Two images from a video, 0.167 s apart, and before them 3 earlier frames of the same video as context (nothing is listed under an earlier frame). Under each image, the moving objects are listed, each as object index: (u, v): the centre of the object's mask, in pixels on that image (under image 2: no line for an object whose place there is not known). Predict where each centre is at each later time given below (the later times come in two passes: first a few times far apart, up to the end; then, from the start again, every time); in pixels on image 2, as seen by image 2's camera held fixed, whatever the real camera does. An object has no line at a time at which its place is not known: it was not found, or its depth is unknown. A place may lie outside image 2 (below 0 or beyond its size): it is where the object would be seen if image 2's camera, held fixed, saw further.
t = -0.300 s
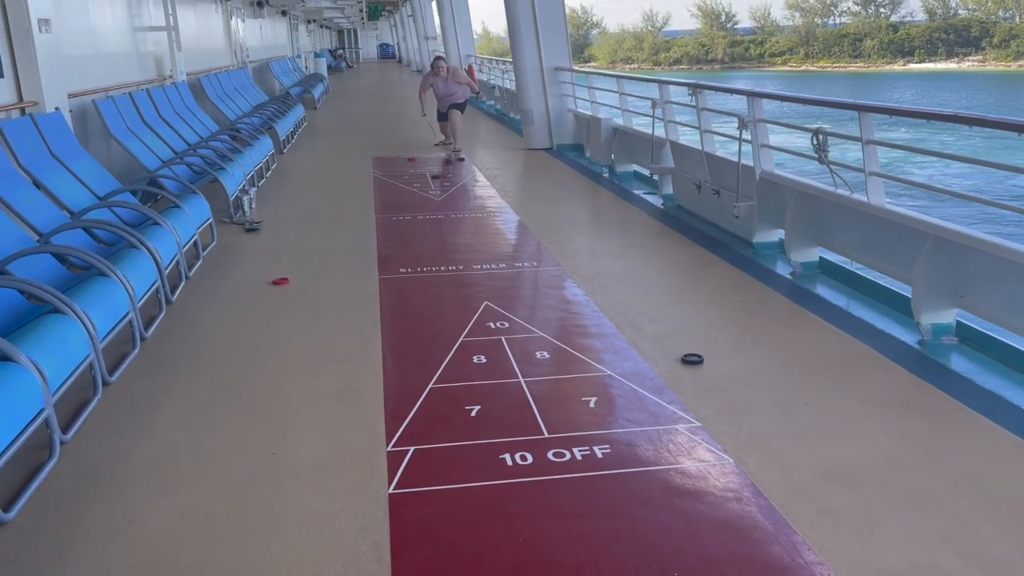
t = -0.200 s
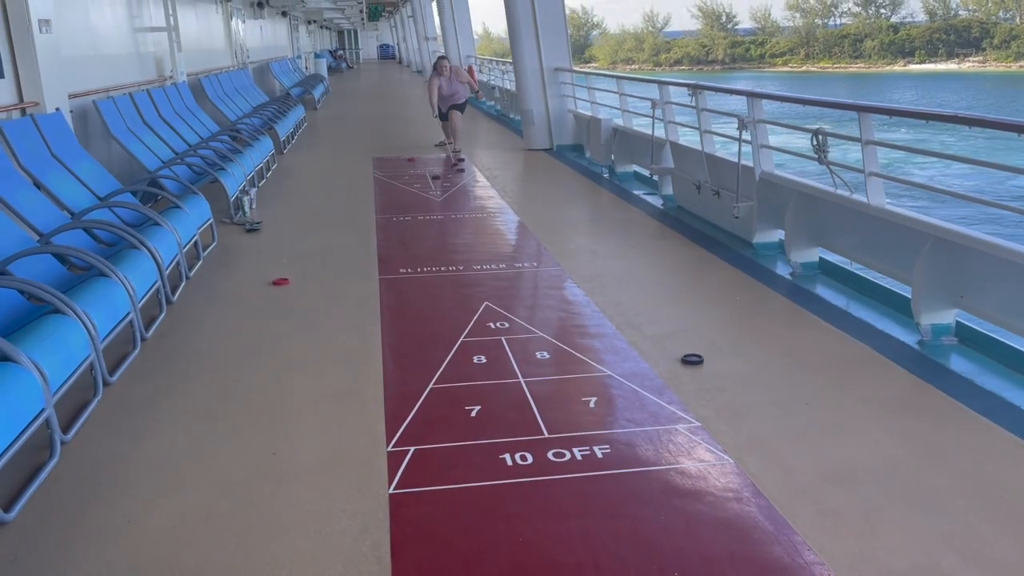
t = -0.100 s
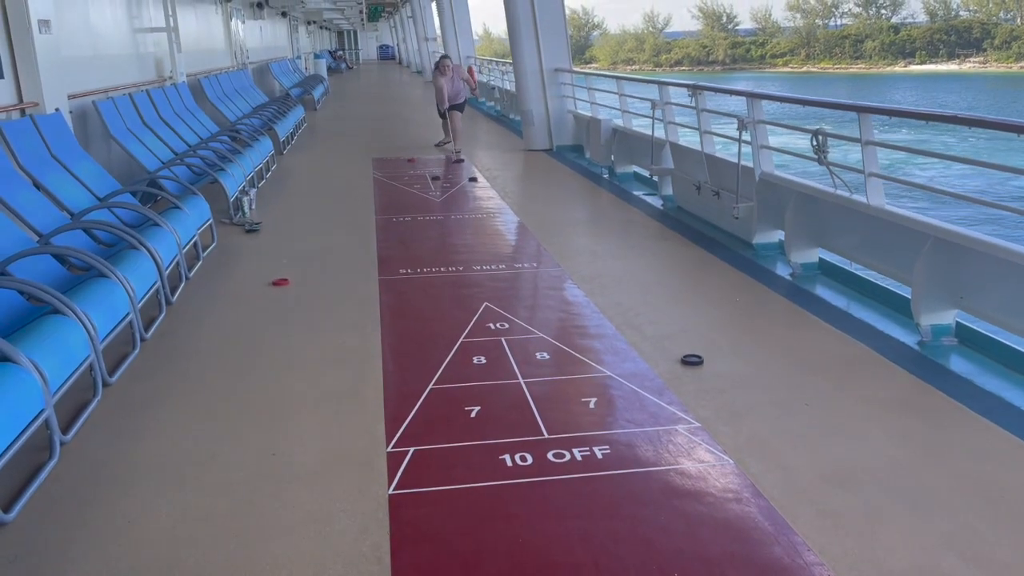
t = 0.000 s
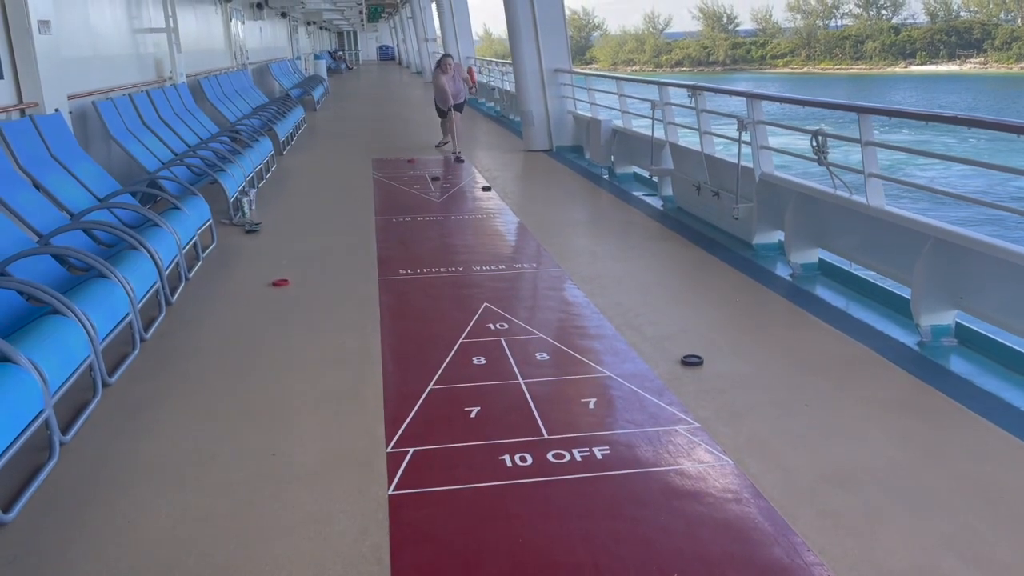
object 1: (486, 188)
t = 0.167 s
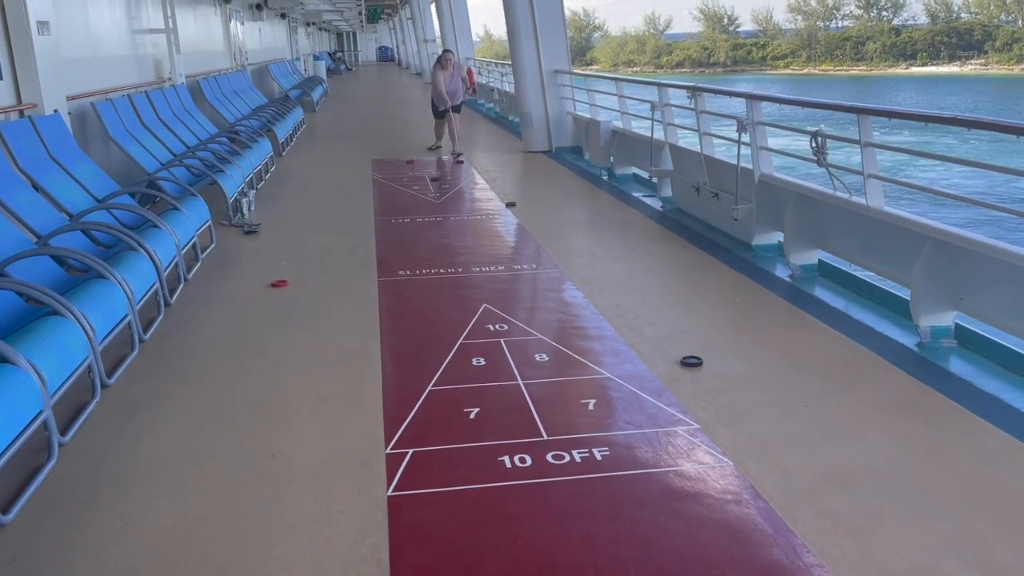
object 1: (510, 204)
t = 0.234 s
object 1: (521, 211)
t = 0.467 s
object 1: (564, 237)
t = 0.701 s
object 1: (612, 265)
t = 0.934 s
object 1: (660, 293)
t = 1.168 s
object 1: (709, 320)
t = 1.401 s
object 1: (748, 341)
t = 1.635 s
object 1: (770, 352)
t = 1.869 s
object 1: (772, 352)
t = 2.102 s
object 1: (772, 353)
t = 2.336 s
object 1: (772, 353)
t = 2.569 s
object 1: (771, 353)
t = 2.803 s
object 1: (771, 353)
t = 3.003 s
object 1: (771, 352)
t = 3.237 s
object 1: (770, 352)
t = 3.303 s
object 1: (770, 352)
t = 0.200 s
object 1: (516, 207)
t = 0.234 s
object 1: (521, 211)
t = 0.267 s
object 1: (527, 214)
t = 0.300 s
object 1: (533, 218)
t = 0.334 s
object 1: (539, 221)
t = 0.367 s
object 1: (545, 225)
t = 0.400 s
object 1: (551, 229)
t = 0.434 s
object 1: (558, 233)
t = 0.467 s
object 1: (564, 237)
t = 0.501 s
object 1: (571, 241)
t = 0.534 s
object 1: (578, 245)
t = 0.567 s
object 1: (585, 249)
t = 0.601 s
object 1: (591, 253)
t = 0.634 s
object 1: (598, 257)
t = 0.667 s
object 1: (605, 261)
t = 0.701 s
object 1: (612, 265)
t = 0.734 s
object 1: (619, 269)
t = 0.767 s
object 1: (626, 273)
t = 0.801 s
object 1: (632, 277)
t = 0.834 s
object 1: (640, 281)
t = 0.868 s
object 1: (646, 285)
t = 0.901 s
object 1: (654, 289)
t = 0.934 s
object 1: (660, 293)
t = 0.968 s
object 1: (668, 297)
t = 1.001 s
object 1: (674, 301)
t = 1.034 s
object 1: (682, 306)
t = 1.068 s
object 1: (688, 309)
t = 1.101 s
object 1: (695, 313)
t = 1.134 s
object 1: (702, 317)
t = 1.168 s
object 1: (709, 320)
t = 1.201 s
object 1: (715, 324)
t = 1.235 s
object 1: (721, 327)
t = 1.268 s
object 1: (727, 330)
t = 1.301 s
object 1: (732, 333)
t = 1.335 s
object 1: (738, 336)
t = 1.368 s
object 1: (743, 339)
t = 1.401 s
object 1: (748, 341)
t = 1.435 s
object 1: (752, 343)
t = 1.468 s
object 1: (757, 346)
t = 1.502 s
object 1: (760, 347)
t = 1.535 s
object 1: (763, 349)
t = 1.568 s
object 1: (766, 350)
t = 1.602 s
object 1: (768, 351)
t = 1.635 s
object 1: (770, 352)
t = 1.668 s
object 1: (771, 352)
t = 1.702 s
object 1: (772, 352)
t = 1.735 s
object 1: (772, 353)
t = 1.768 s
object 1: (772, 352)
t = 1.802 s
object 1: (772, 352)
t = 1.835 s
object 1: (772, 352)
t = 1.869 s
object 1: (772, 352)
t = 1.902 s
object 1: (772, 352)
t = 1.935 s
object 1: (772, 352)
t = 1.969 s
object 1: (772, 352)
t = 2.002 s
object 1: (772, 353)
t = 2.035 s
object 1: (772, 353)
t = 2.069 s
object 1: (772, 353)
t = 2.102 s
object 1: (772, 353)
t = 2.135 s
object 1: (772, 352)
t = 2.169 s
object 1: (772, 353)
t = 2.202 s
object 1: (772, 352)
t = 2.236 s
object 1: (772, 352)
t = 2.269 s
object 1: (772, 352)
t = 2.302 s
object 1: (772, 352)
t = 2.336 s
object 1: (772, 353)
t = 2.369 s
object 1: (772, 352)
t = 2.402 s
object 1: (772, 352)
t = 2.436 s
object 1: (772, 352)
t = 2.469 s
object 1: (772, 353)
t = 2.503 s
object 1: (772, 352)
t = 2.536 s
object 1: (771, 353)
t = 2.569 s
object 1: (771, 353)
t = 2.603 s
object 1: (771, 353)
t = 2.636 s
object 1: (771, 352)
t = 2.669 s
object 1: (772, 353)
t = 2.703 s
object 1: (771, 353)
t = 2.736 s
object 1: (771, 352)
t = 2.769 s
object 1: (771, 353)
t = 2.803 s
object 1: (771, 353)
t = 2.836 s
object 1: (771, 352)
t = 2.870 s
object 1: (771, 353)
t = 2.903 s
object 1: (771, 353)
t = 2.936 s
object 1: (771, 352)
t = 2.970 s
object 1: (771, 353)
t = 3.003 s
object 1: (771, 352)
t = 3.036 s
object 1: (771, 353)
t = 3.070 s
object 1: (771, 353)
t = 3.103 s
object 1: (771, 353)
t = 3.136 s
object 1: (770, 353)
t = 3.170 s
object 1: (770, 352)
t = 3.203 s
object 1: (770, 352)
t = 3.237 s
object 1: (770, 352)
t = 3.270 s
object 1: (770, 352)
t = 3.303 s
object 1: (770, 352)
